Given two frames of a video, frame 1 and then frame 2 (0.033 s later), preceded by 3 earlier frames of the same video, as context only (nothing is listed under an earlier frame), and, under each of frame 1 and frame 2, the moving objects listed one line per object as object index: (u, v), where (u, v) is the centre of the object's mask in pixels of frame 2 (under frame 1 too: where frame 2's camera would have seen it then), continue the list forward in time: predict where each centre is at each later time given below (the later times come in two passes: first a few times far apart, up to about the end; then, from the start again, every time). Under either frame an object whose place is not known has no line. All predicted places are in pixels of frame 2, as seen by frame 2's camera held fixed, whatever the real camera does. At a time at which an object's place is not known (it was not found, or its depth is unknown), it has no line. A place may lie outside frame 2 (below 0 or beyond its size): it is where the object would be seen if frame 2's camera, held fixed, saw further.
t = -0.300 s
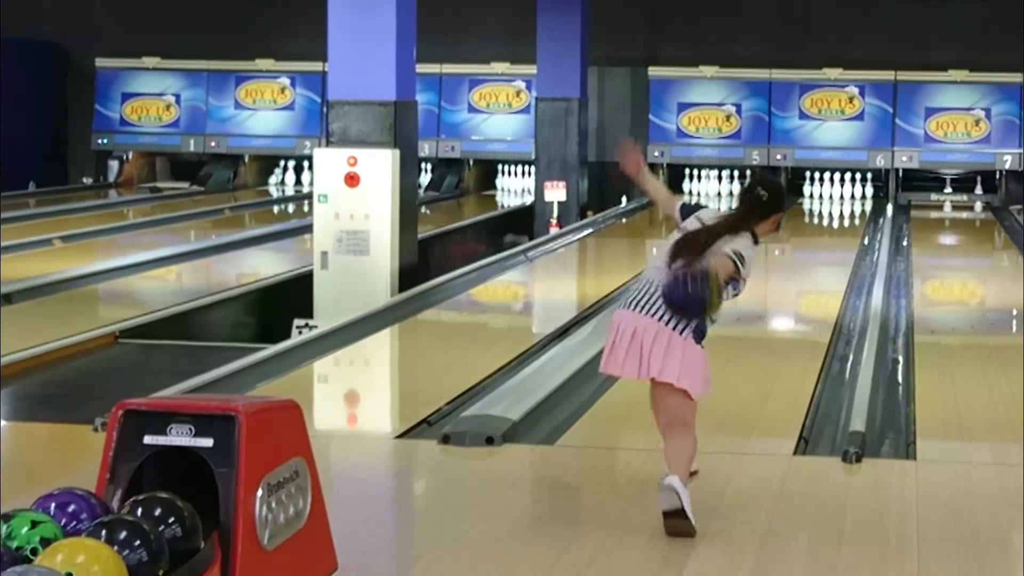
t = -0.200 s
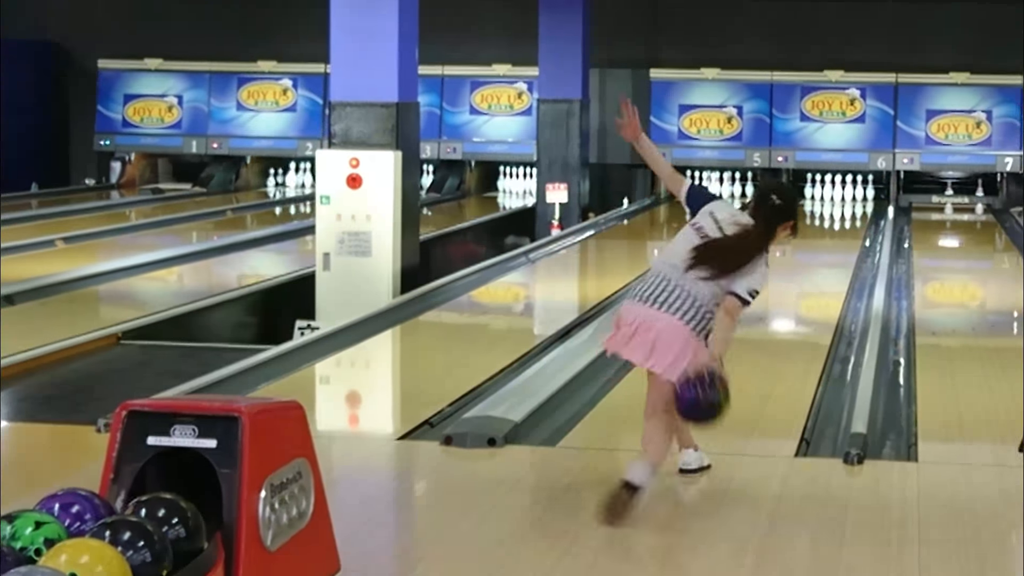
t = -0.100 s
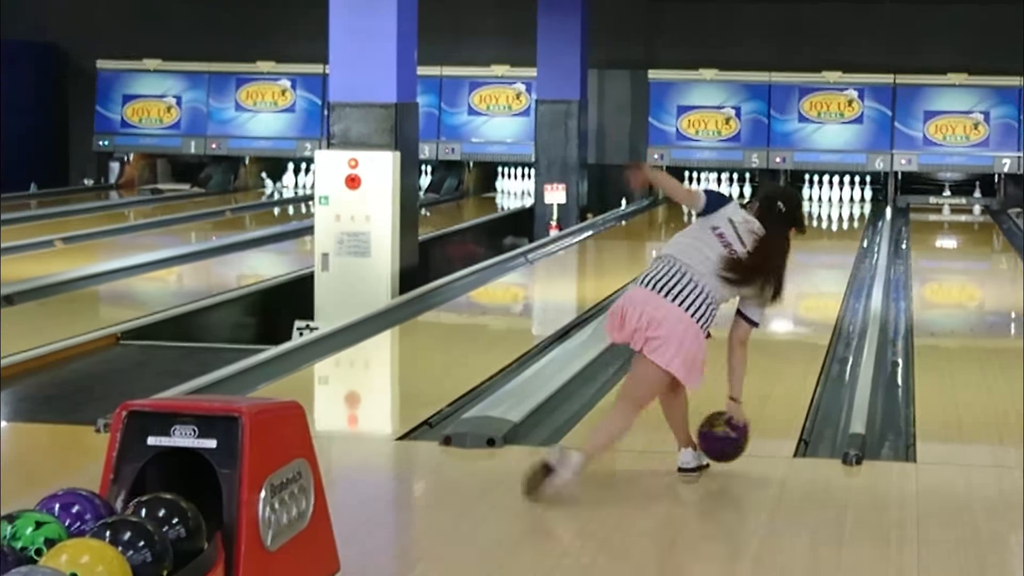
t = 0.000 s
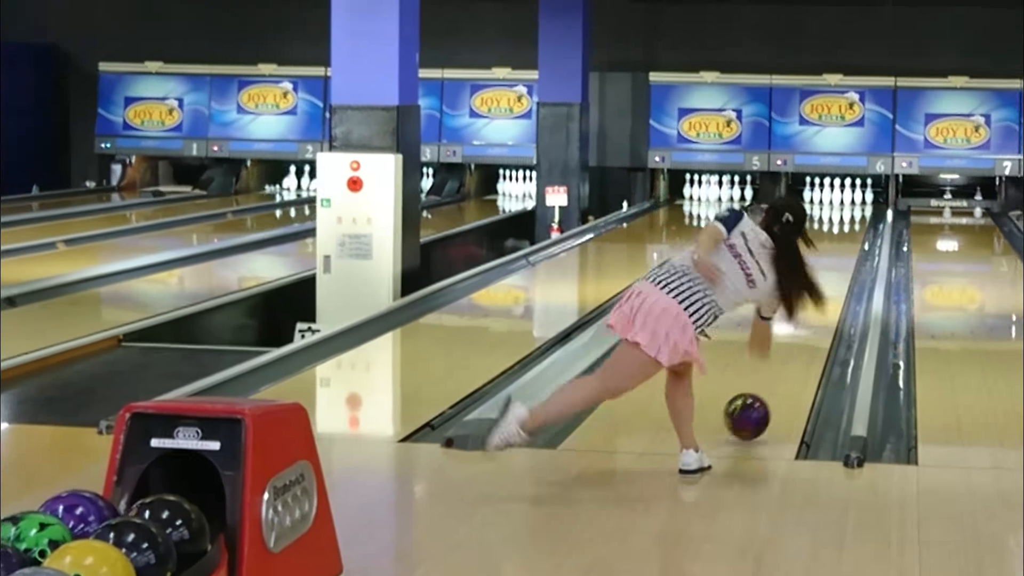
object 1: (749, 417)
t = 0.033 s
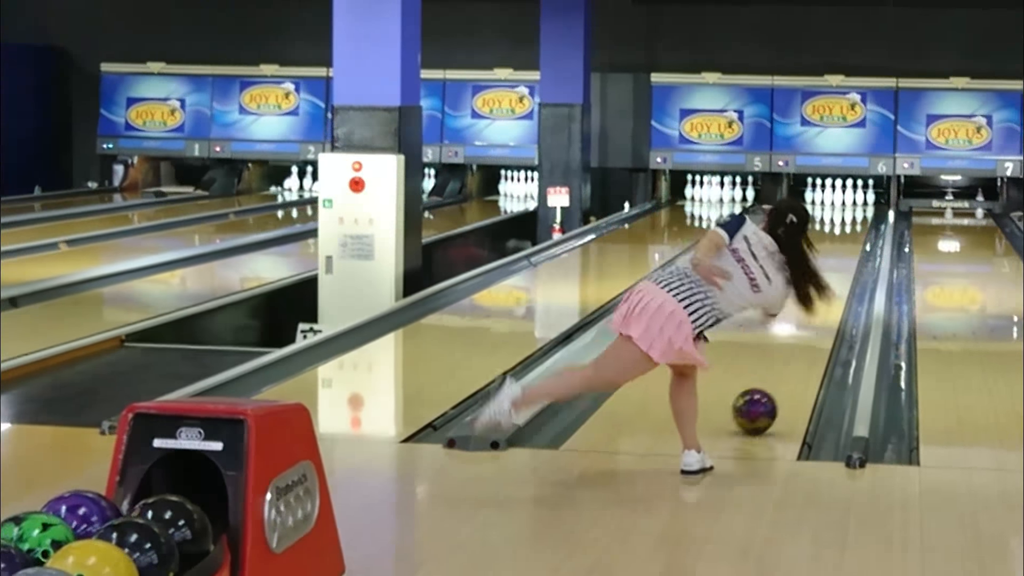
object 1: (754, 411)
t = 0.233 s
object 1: (784, 364)
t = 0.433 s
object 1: (804, 330)
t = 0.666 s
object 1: (822, 300)
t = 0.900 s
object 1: (833, 277)
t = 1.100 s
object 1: (840, 262)
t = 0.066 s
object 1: (760, 403)
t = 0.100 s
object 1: (766, 394)
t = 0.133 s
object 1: (771, 386)
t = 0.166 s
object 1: (775, 379)
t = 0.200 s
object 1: (779, 371)
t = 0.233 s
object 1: (784, 364)
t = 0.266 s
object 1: (788, 358)
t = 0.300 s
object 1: (792, 352)
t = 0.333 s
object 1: (795, 346)
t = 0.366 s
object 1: (798, 340)
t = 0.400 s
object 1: (806, 336)
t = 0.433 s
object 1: (804, 330)
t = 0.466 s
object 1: (807, 325)
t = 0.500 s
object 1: (810, 320)
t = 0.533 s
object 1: (813, 316)
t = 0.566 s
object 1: (815, 312)
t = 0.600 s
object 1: (818, 307)
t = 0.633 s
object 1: (820, 304)
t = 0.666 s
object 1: (822, 300)
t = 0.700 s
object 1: (824, 296)
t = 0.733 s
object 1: (826, 293)
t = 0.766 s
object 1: (827, 290)
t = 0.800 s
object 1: (829, 286)
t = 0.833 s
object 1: (831, 283)
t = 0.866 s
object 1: (832, 280)
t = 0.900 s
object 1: (833, 277)
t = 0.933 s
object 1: (835, 275)
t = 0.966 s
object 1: (836, 272)
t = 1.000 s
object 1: (837, 269)
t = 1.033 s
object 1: (838, 267)
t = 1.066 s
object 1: (839, 264)
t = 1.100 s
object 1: (840, 262)
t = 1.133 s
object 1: (840, 261)
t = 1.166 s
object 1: (841, 258)
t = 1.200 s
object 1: (841, 256)
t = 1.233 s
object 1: (842, 254)
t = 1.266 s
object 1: (842, 252)
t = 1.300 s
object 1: (843, 250)
